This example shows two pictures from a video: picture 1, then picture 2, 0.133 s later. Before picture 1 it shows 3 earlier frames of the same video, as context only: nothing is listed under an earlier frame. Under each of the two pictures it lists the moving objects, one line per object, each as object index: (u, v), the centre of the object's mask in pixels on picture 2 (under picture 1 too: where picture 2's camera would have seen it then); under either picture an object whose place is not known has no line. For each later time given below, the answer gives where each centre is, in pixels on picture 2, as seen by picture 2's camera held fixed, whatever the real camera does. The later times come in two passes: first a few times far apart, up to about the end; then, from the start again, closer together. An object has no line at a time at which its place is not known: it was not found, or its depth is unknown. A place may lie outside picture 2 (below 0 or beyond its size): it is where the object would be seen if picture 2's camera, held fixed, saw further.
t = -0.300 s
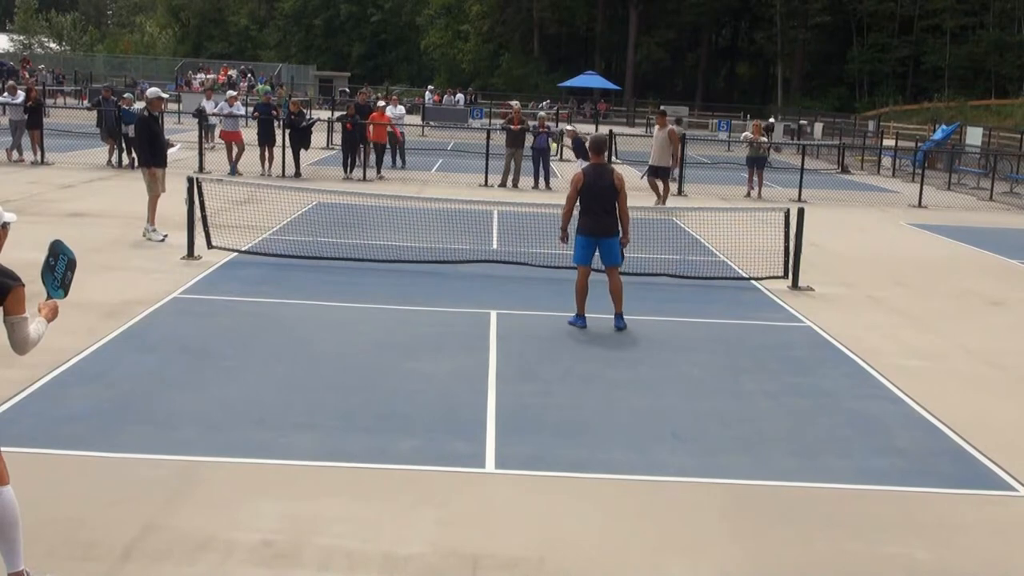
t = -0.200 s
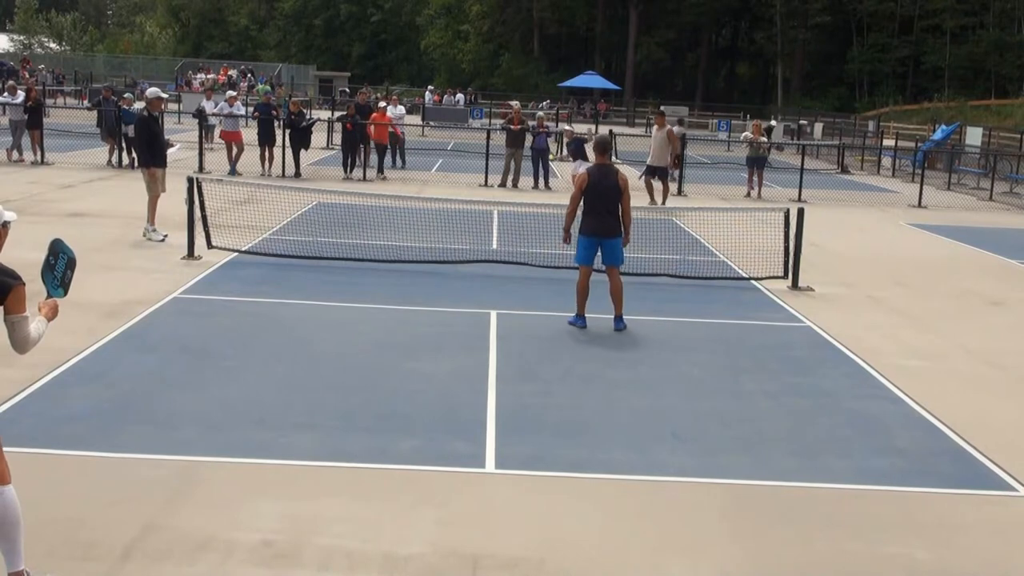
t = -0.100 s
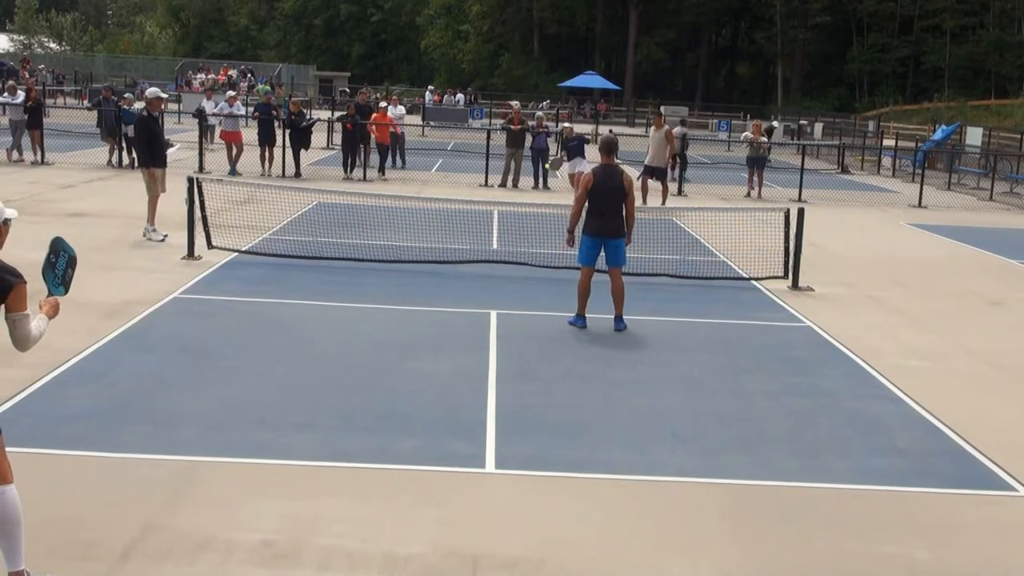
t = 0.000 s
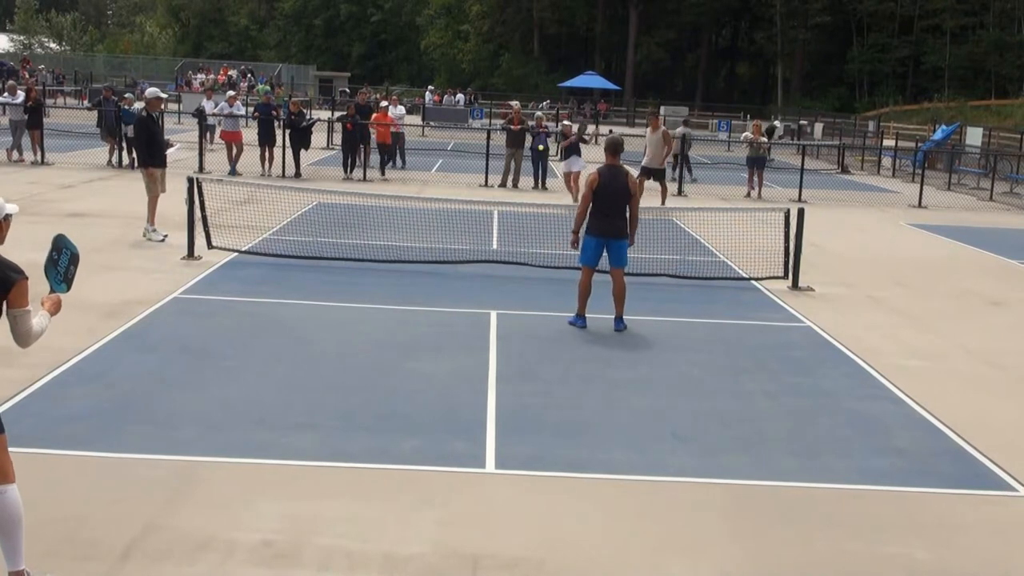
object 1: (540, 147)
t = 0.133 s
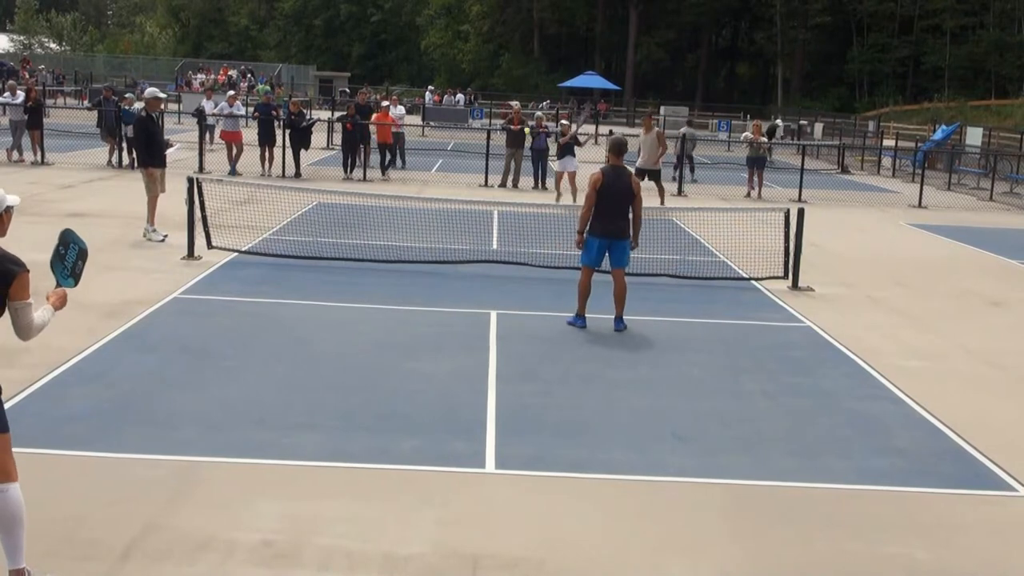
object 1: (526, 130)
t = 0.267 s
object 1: (506, 125)
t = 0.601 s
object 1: (414, 197)
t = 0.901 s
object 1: (262, 407)
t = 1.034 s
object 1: (191, 392)
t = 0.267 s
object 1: (506, 125)
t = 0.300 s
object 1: (500, 126)
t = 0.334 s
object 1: (493, 128)
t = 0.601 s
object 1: (414, 197)
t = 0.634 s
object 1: (402, 215)
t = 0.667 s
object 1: (387, 234)
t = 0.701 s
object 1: (371, 257)
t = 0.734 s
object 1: (355, 282)
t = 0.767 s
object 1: (337, 311)
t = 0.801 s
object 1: (318, 343)
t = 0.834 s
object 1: (298, 379)
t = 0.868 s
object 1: (276, 417)
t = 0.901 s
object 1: (262, 407)
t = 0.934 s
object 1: (245, 401)
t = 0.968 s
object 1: (228, 396)
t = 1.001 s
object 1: (210, 393)
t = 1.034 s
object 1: (191, 392)
